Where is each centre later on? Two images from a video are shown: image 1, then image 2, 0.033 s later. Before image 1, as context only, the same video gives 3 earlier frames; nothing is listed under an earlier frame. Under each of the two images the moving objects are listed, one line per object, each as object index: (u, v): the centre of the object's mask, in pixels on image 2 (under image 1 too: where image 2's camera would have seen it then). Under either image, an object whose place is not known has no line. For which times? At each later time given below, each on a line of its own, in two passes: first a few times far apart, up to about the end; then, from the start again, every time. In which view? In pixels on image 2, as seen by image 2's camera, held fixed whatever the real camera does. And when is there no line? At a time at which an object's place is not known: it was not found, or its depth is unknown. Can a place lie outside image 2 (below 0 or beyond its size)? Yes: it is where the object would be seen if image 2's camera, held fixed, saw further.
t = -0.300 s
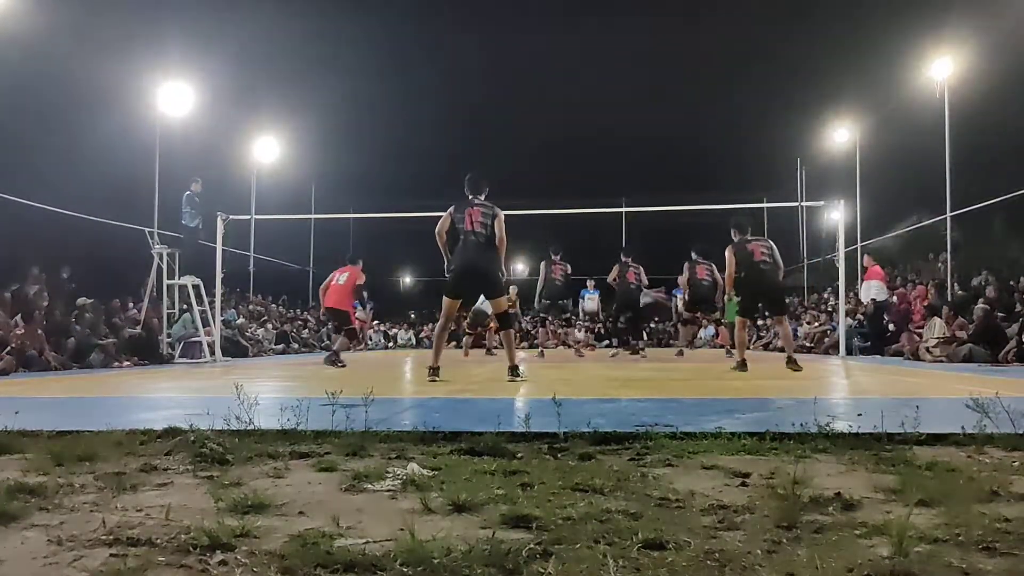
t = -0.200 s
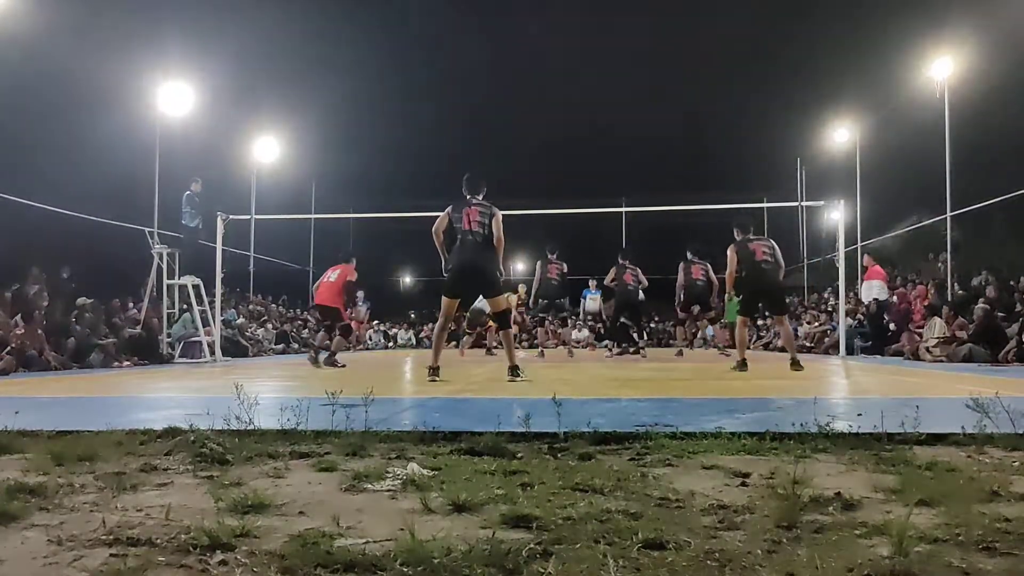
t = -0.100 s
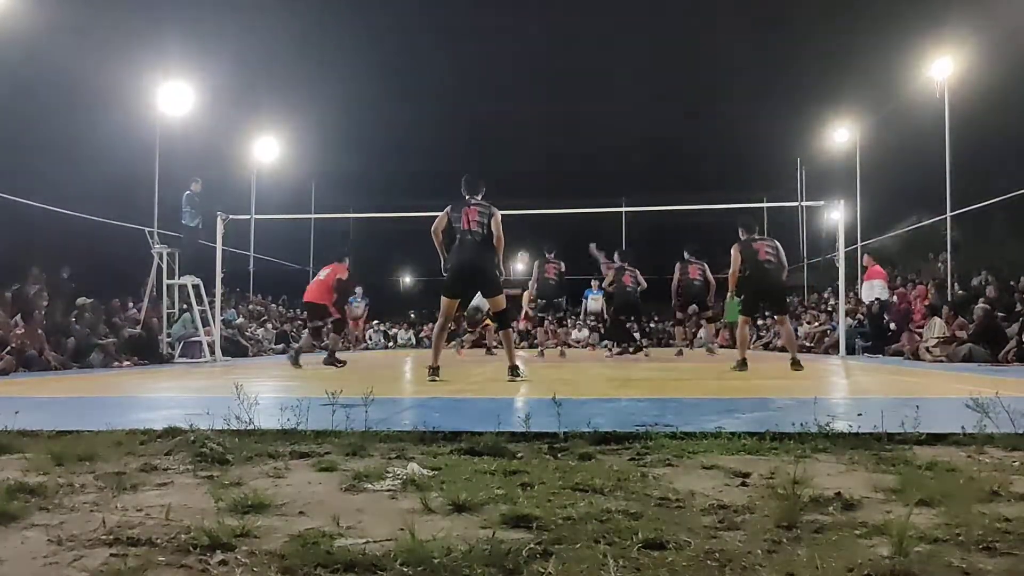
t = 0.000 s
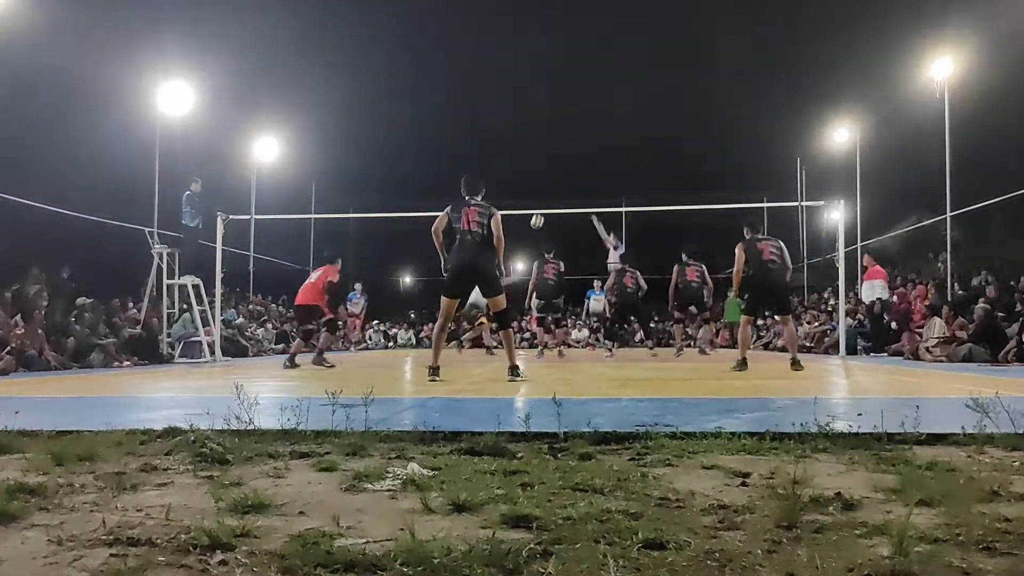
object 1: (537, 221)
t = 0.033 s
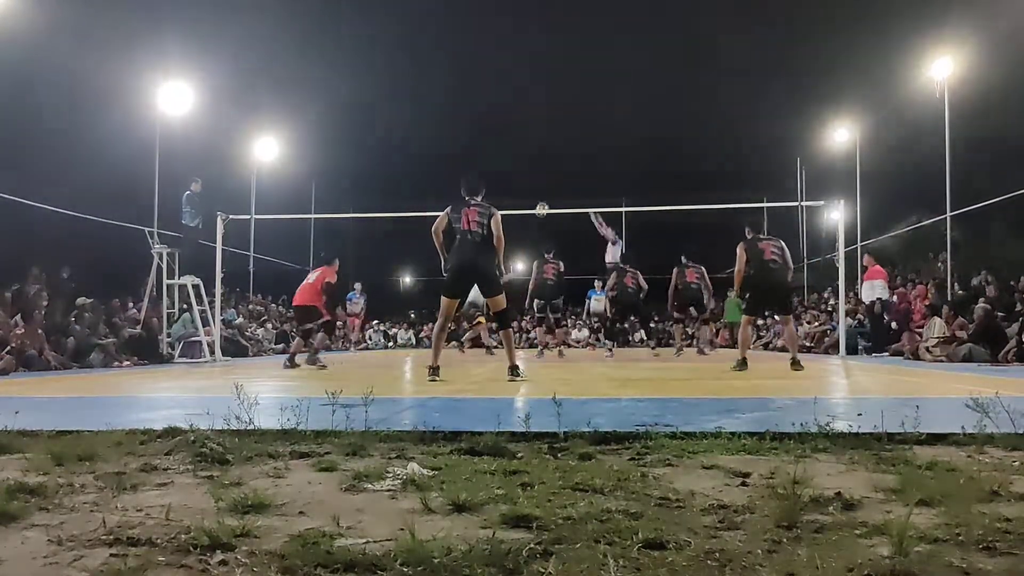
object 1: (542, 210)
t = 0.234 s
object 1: (570, 154)
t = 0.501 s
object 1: (609, 110)
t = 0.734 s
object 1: (644, 102)
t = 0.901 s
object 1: (669, 115)
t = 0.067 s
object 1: (546, 199)
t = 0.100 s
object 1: (551, 189)
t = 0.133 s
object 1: (556, 179)
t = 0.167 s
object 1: (561, 170)
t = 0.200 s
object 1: (565, 162)
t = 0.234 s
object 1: (570, 154)
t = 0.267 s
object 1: (575, 146)
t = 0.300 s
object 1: (580, 139)
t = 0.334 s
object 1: (585, 133)
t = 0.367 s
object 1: (590, 127)
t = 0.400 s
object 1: (594, 122)
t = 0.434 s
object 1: (600, 117)
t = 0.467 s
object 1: (604, 113)
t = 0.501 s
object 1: (609, 110)
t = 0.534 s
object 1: (614, 107)
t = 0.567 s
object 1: (619, 105)
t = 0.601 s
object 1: (624, 103)
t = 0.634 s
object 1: (629, 102)
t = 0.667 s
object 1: (634, 101)
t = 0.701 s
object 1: (639, 101)
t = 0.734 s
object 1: (644, 102)
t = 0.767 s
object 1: (649, 103)
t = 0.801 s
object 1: (654, 105)
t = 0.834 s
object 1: (659, 108)
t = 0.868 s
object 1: (664, 111)
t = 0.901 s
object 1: (669, 115)
